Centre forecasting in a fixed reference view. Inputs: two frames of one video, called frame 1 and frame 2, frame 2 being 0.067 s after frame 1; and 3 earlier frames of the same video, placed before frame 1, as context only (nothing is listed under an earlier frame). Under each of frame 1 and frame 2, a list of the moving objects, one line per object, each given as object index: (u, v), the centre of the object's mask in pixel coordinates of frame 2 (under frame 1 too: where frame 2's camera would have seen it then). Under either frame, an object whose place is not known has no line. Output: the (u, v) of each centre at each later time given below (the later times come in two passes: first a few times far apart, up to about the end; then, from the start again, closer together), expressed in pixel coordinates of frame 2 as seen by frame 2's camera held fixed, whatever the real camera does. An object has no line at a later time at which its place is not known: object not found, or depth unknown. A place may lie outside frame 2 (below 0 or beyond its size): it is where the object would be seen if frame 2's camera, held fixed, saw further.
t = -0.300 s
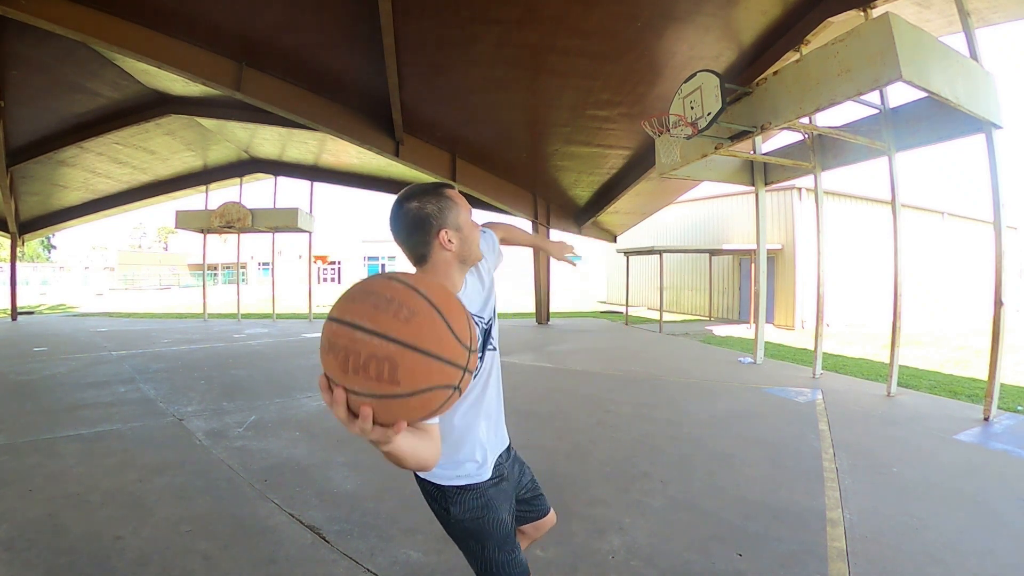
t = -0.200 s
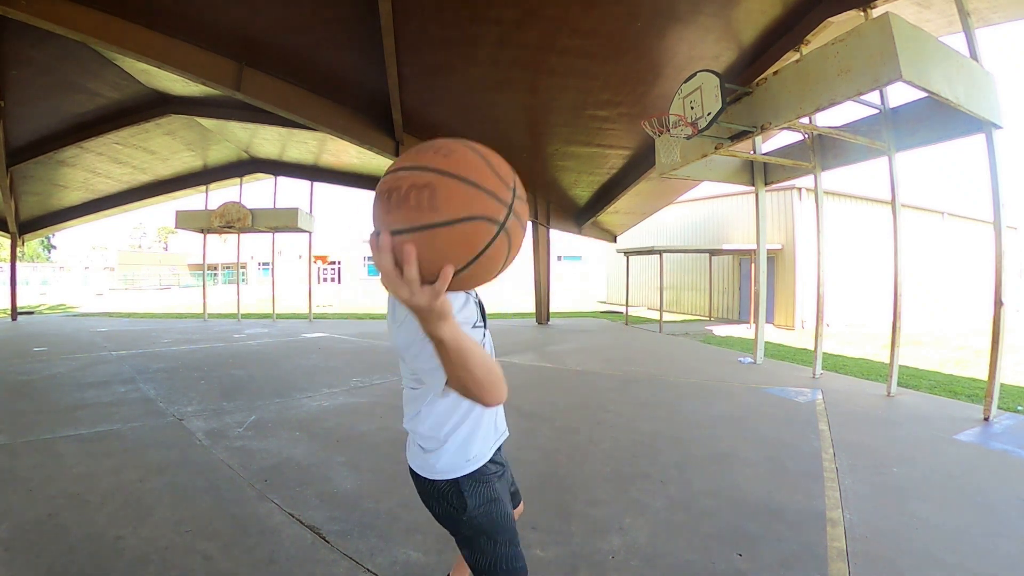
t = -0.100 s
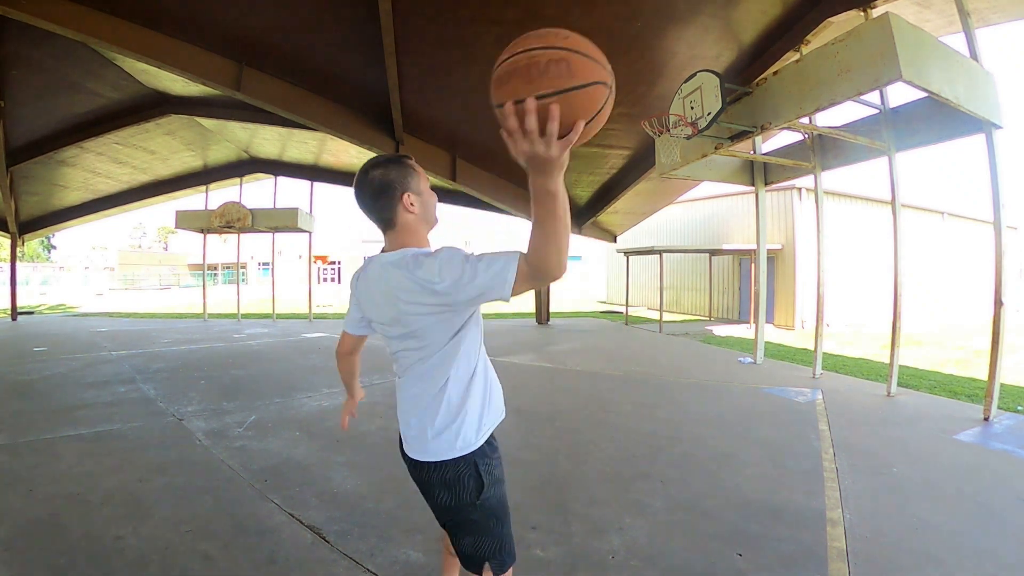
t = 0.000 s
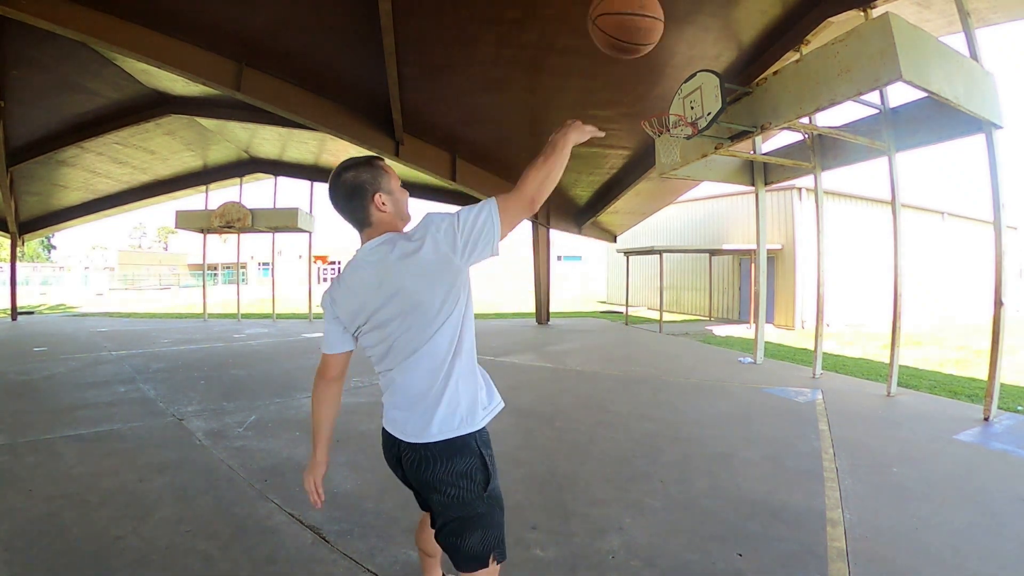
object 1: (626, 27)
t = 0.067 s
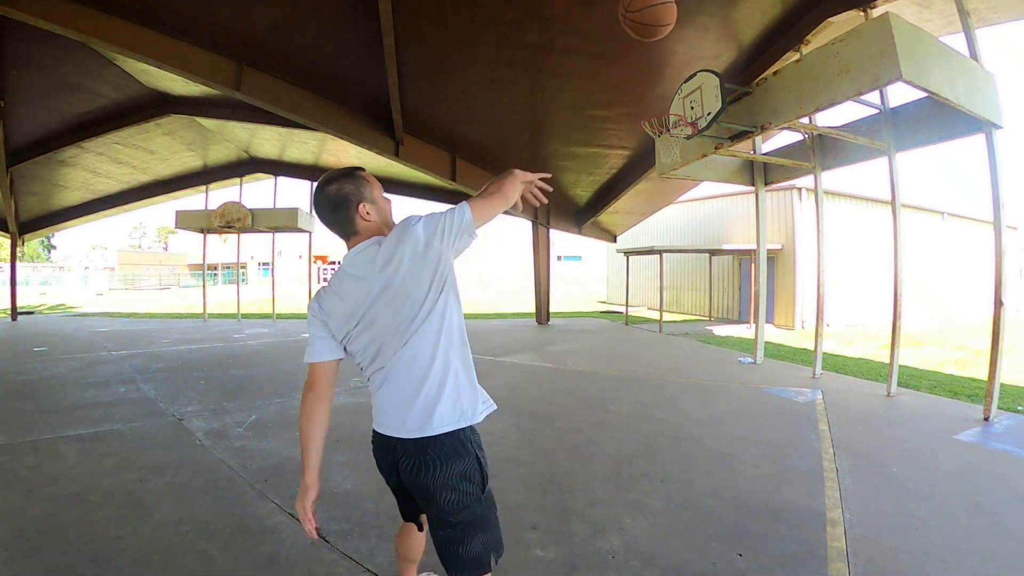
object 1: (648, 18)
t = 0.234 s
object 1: (676, 21)
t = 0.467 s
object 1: (696, 67)
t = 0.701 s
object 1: (663, 109)
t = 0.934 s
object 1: (678, 137)
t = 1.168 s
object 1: (681, 156)
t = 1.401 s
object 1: (678, 221)
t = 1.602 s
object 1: (674, 319)
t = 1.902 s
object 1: (666, 326)
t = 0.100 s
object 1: (655, 17)
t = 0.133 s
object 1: (661, 16)
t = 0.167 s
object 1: (666, 17)
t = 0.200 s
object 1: (671, 19)
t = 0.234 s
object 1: (676, 21)
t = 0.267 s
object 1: (680, 27)
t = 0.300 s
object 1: (683, 32)
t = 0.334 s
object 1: (685, 38)
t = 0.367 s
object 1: (688, 45)
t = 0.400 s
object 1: (691, 52)
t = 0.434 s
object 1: (694, 59)
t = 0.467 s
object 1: (696, 67)
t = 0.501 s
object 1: (699, 75)
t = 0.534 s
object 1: (701, 83)
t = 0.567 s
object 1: (701, 91)
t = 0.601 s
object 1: (690, 95)
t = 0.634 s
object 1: (681, 99)
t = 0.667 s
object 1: (672, 104)
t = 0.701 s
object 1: (663, 109)
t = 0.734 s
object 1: (653, 112)
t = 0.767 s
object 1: (655, 114)
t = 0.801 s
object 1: (668, 125)
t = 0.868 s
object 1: (679, 133)
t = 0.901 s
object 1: (679, 137)
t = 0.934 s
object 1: (678, 137)
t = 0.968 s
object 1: (684, 145)
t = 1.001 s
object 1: (683, 144)
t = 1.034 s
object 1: (683, 145)
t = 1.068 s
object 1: (682, 146)
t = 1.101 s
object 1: (682, 149)
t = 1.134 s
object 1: (682, 152)
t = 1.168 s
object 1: (681, 156)
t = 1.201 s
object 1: (681, 162)
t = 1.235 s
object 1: (681, 169)
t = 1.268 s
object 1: (680, 177)
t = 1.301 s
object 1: (680, 186)
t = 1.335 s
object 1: (679, 197)
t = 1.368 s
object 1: (679, 208)
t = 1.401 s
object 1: (678, 221)
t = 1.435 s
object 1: (678, 235)
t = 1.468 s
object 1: (677, 250)
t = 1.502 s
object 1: (676, 265)
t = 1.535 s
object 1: (676, 282)
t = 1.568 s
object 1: (675, 300)
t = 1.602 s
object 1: (674, 319)
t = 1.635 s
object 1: (673, 340)
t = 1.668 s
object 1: (672, 360)
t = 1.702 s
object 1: (671, 382)
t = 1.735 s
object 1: (670, 403)
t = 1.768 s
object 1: (669, 387)
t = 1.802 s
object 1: (668, 370)
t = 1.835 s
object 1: (667, 354)
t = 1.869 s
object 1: (667, 340)
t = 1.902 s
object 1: (666, 326)
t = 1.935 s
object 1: (665, 312)
